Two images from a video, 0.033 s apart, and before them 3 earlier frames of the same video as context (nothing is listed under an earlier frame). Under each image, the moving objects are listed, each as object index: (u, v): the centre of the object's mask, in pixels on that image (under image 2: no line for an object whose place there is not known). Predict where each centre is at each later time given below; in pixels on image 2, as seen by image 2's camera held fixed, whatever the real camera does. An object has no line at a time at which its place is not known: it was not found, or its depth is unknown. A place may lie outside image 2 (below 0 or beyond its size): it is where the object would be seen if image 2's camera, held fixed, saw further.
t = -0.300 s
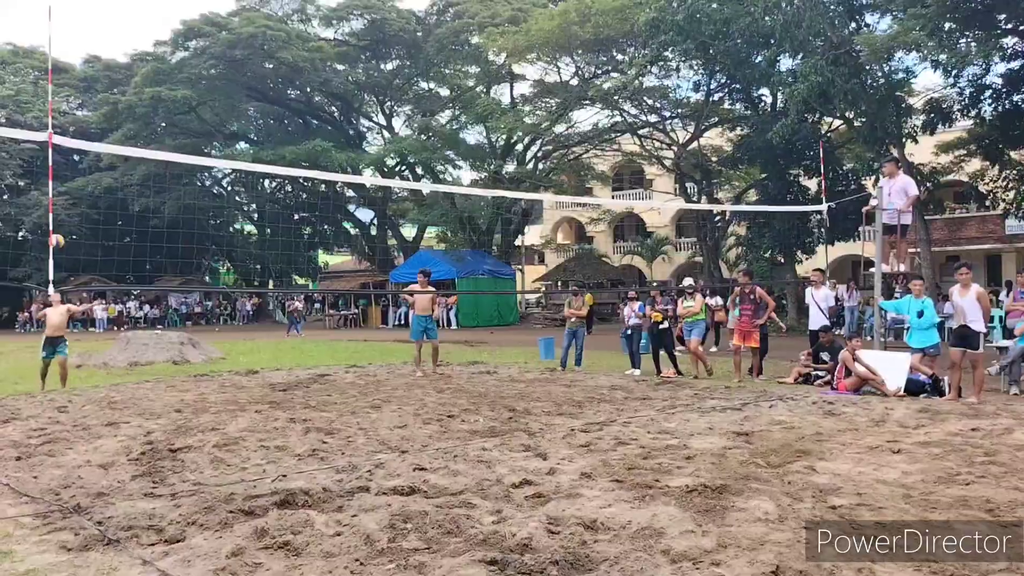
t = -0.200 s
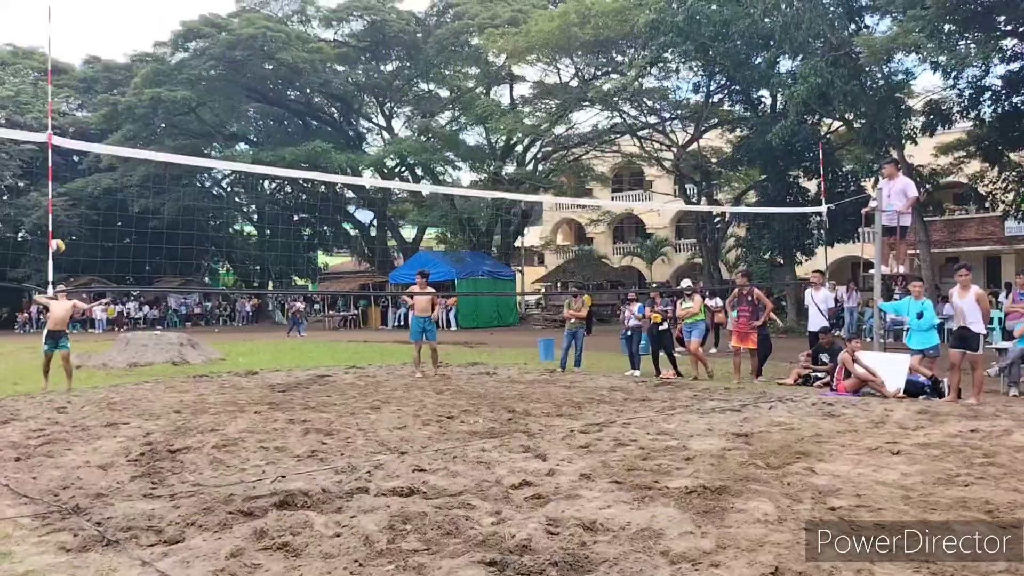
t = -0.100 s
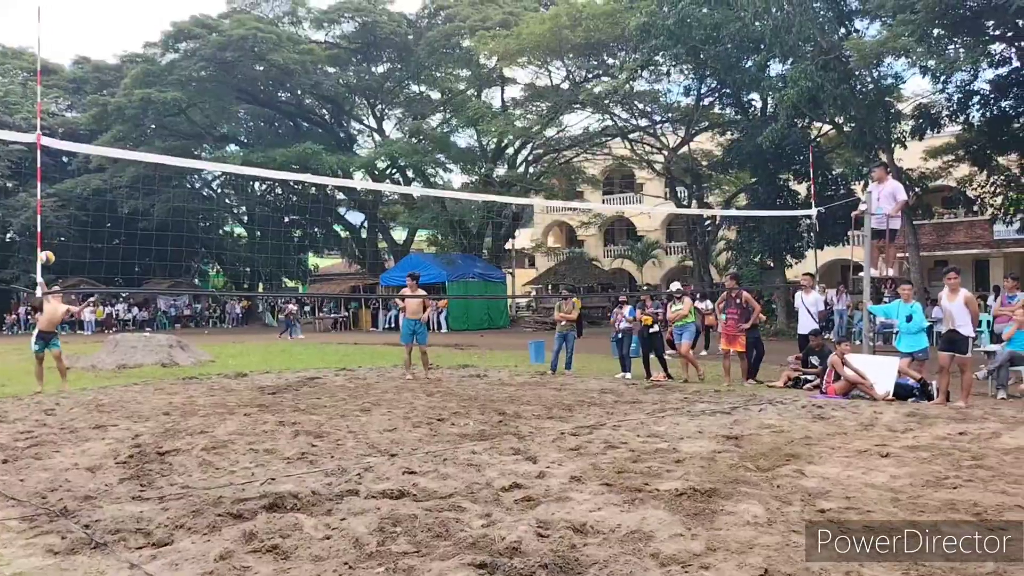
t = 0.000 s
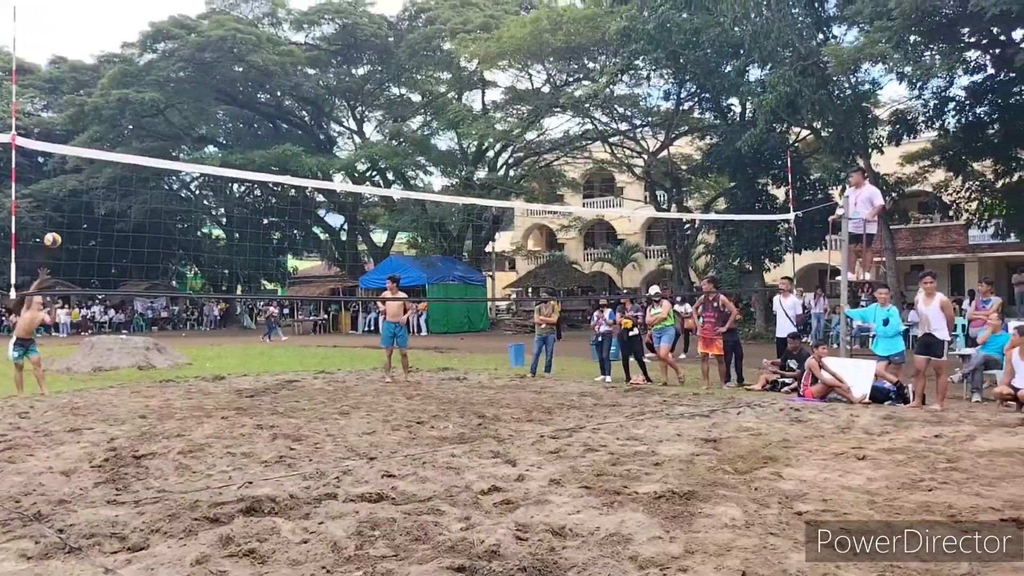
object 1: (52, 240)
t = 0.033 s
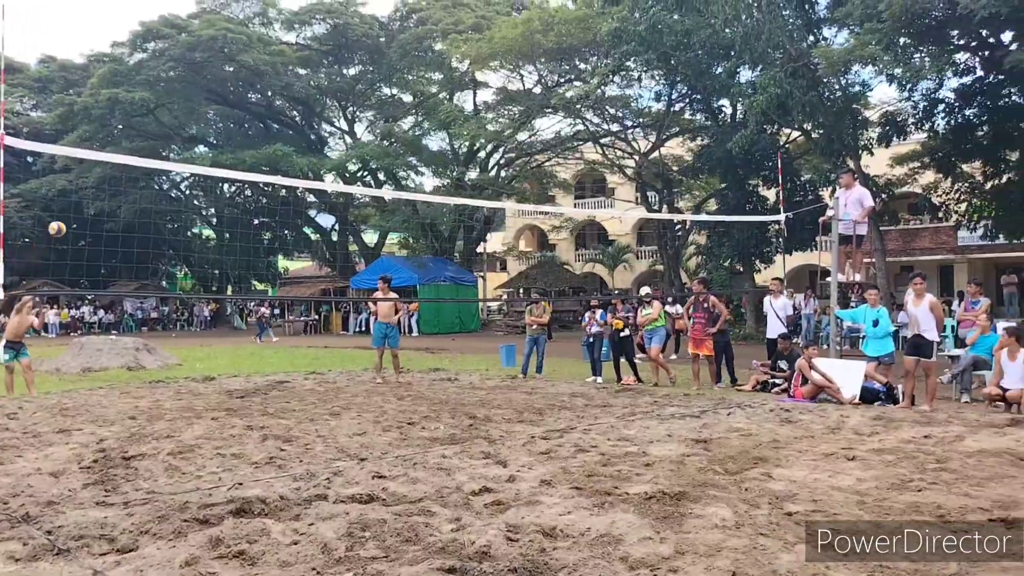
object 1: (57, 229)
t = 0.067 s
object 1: (73, 218)
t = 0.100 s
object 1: (90, 207)
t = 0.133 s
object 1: (106, 197)
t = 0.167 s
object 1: (124, 187)
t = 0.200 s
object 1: (142, 177)
